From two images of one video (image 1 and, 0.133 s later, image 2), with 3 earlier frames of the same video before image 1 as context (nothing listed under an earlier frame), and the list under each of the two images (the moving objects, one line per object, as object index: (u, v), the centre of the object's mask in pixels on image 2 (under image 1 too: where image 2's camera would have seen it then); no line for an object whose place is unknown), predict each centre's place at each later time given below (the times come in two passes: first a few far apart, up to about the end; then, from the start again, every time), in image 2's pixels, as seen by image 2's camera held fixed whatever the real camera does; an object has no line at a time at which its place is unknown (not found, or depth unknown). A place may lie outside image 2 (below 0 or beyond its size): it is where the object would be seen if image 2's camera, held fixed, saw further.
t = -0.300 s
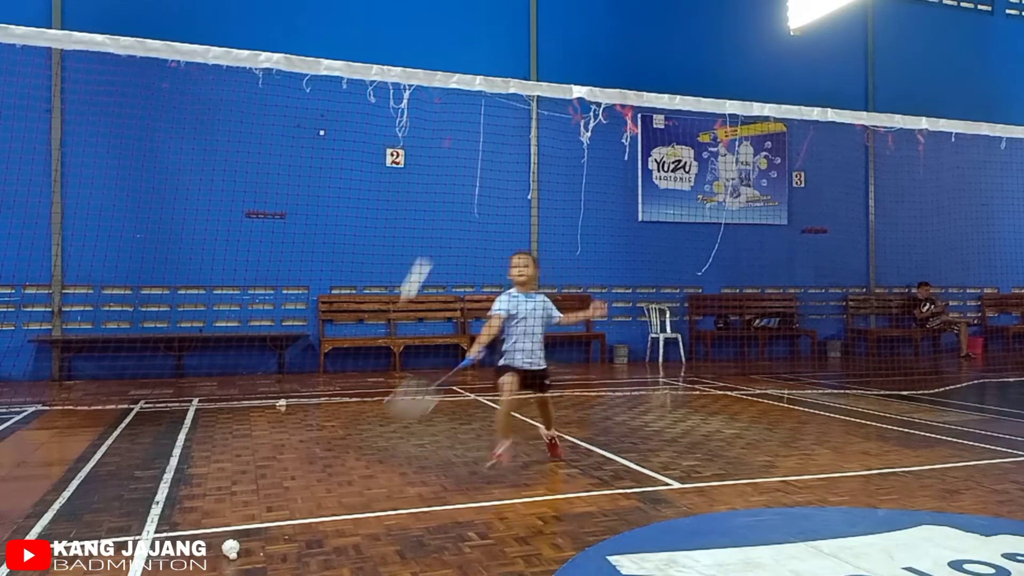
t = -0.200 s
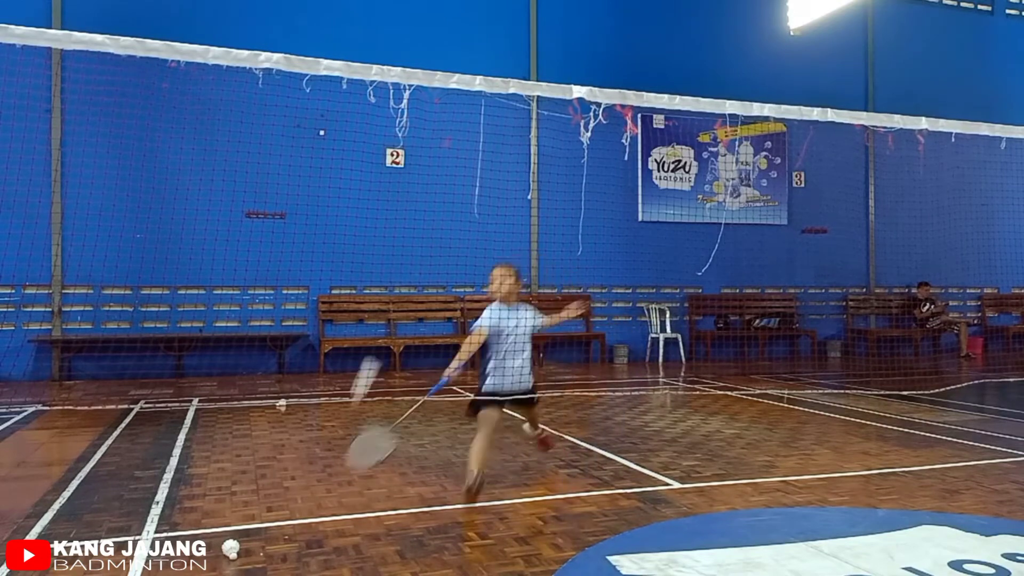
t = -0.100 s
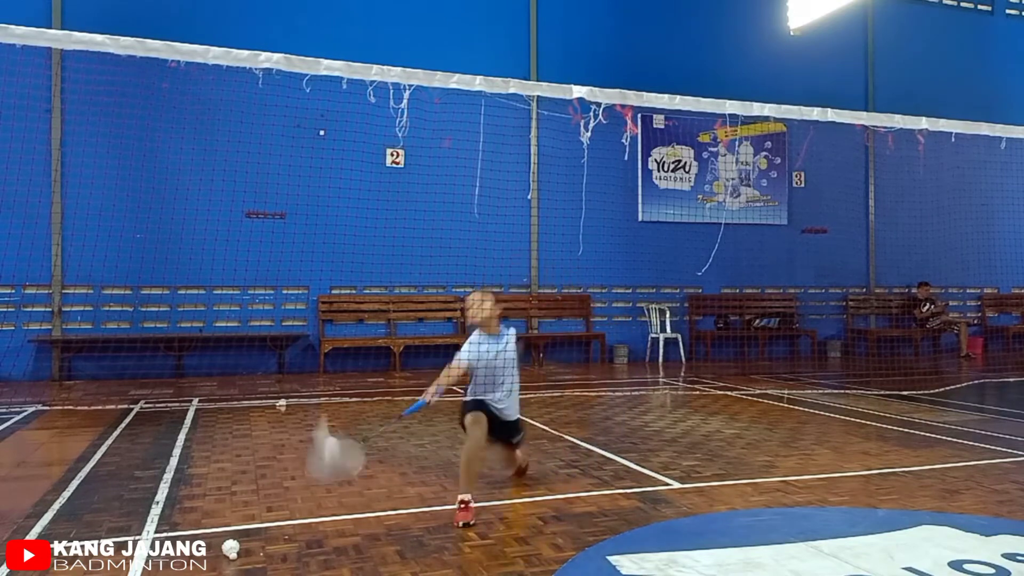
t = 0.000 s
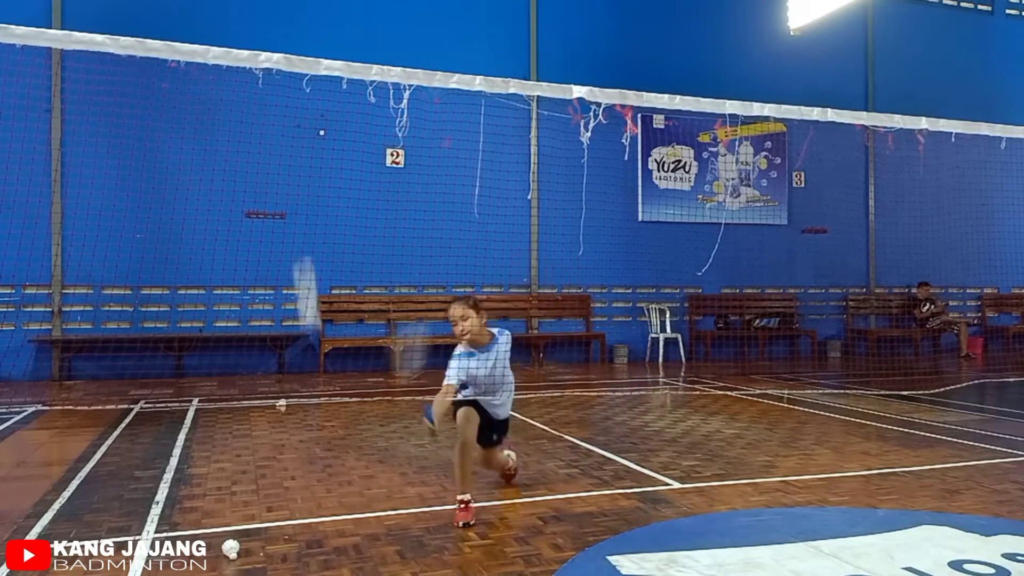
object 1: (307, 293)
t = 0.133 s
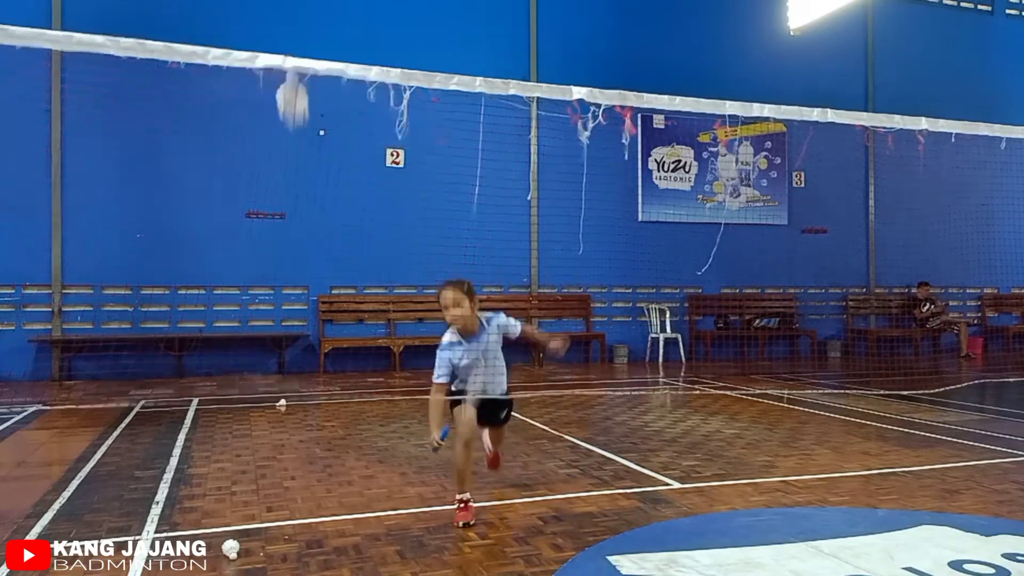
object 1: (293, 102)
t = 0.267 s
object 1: (300, 118)
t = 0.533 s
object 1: (290, 314)
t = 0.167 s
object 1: (294, 90)
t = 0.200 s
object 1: (298, 94)
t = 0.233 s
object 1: (299, 105)
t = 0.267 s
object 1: (300, 118)
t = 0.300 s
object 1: (302, 137)
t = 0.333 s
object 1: (303, 154)
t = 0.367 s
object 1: (304, 168)
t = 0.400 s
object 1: (301, 184)
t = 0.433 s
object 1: (298, 208)
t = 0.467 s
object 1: (293, 242)
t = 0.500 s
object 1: (292, 276)
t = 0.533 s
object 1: (290, 314)
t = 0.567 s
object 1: (289, 352)
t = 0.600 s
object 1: (288, 395)
